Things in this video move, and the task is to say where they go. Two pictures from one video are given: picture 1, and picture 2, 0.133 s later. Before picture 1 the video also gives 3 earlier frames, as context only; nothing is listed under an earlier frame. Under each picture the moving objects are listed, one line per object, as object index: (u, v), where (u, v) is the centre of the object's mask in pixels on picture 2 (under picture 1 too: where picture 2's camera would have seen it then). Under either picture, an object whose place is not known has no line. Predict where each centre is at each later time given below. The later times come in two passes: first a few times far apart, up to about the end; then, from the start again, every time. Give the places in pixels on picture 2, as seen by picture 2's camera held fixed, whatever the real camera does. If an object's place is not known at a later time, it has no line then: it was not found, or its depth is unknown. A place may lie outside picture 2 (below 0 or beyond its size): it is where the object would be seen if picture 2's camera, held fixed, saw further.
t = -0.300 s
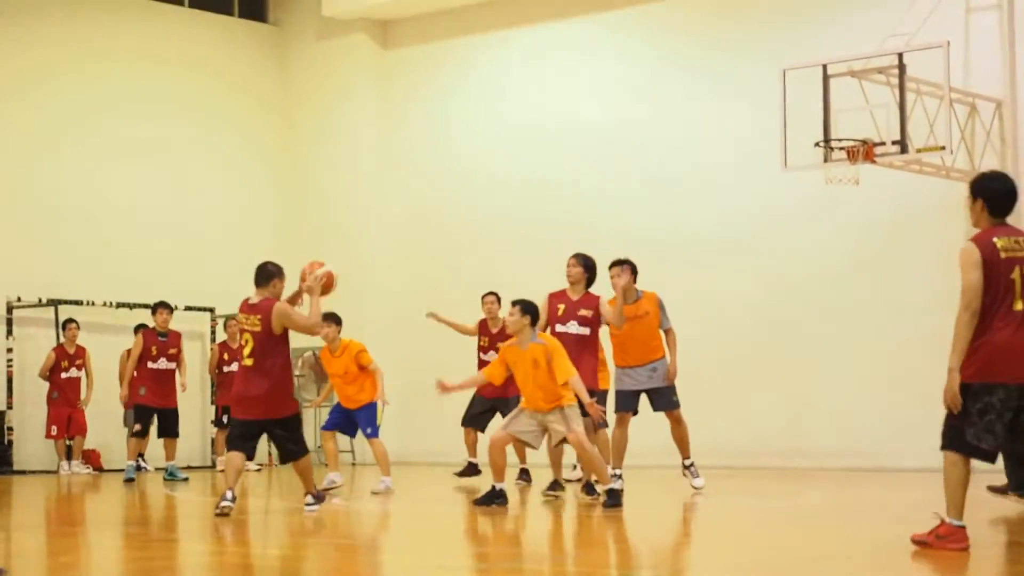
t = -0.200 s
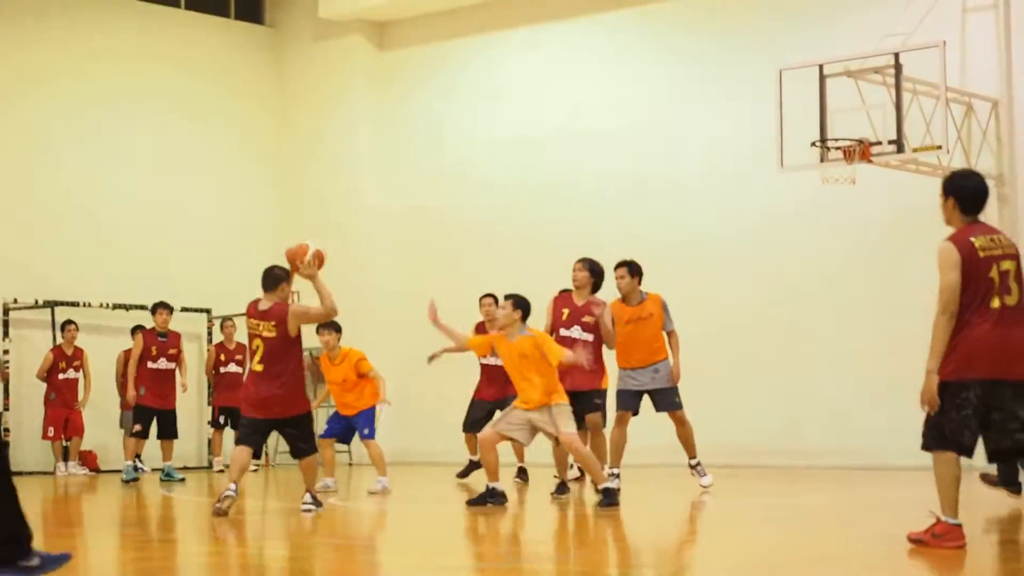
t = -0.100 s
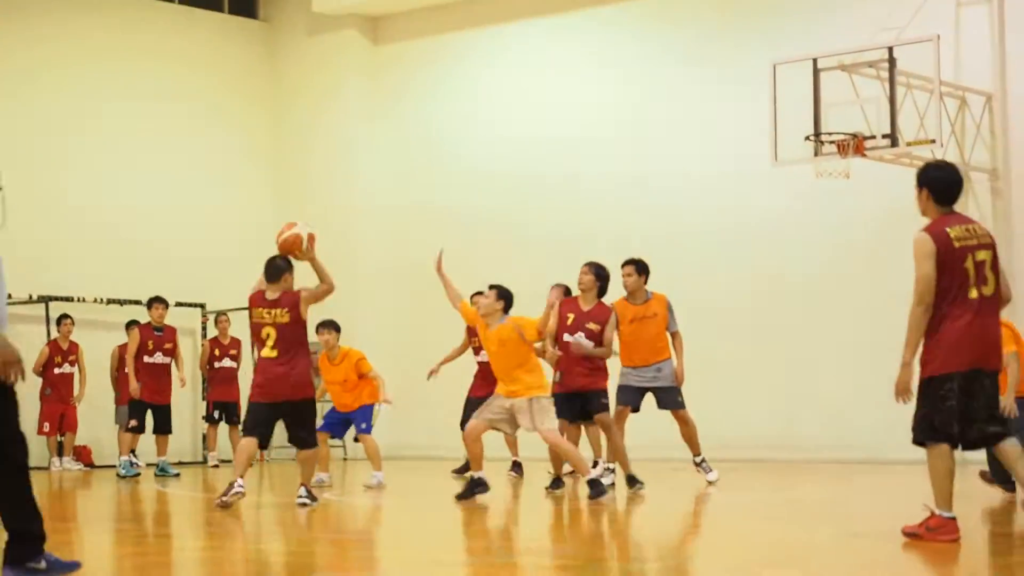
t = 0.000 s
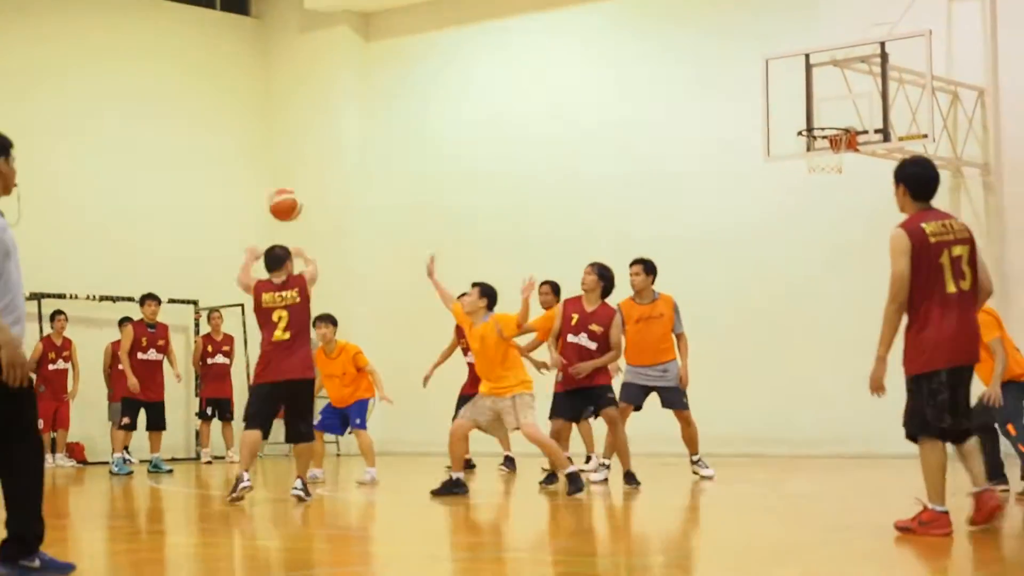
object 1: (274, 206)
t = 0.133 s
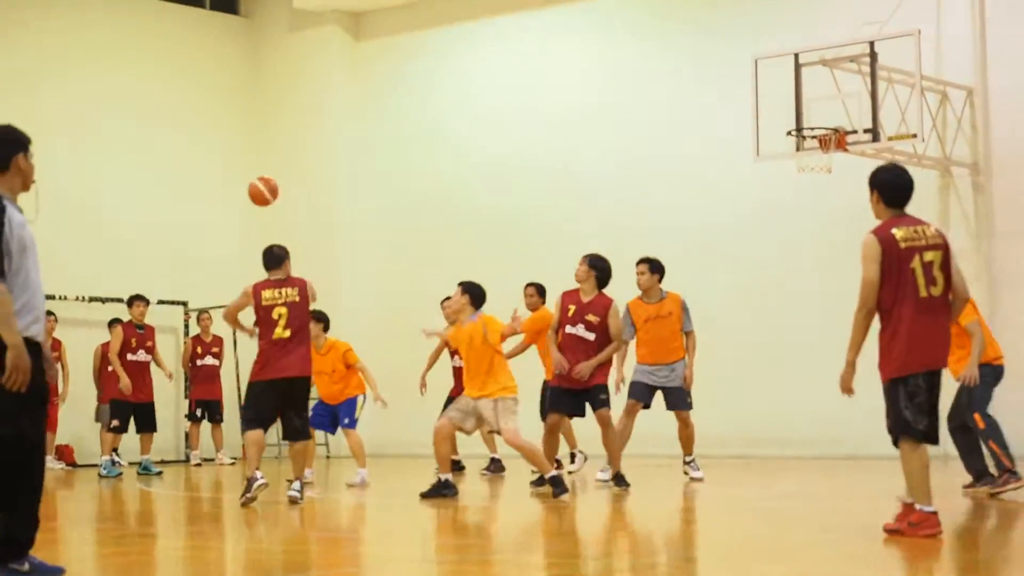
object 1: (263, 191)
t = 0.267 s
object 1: (251, 203)
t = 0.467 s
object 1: (239, 248)
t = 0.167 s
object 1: (260, 192)
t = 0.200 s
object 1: (257, 194)
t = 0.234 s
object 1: (254, 198)
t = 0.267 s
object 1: (251, 203)
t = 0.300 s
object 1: (249, 208)
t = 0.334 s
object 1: (247, 213)
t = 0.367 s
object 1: (245, 220)
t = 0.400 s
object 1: (243, 228)
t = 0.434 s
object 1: (241, 238)
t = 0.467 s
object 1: (239, 248)
